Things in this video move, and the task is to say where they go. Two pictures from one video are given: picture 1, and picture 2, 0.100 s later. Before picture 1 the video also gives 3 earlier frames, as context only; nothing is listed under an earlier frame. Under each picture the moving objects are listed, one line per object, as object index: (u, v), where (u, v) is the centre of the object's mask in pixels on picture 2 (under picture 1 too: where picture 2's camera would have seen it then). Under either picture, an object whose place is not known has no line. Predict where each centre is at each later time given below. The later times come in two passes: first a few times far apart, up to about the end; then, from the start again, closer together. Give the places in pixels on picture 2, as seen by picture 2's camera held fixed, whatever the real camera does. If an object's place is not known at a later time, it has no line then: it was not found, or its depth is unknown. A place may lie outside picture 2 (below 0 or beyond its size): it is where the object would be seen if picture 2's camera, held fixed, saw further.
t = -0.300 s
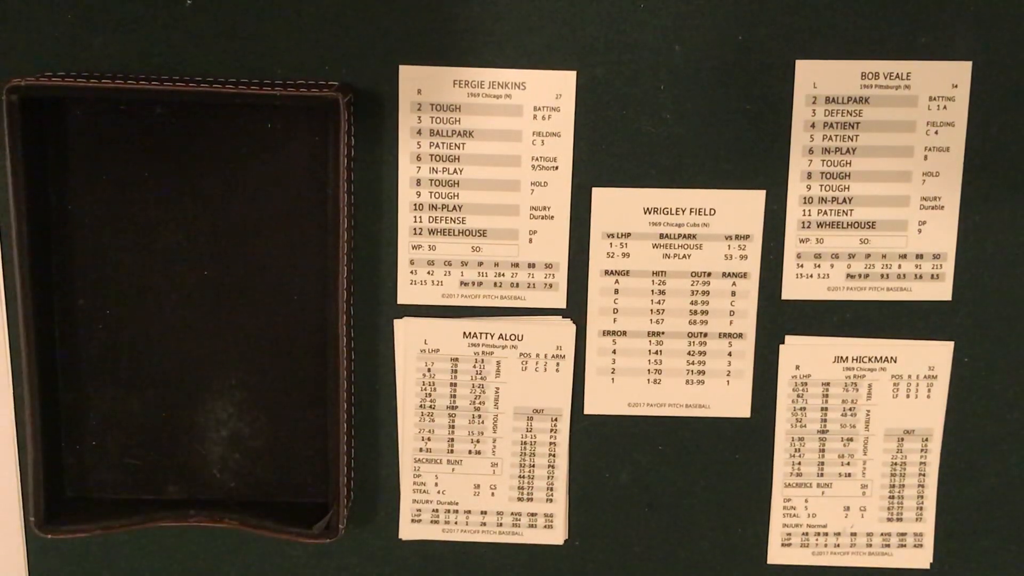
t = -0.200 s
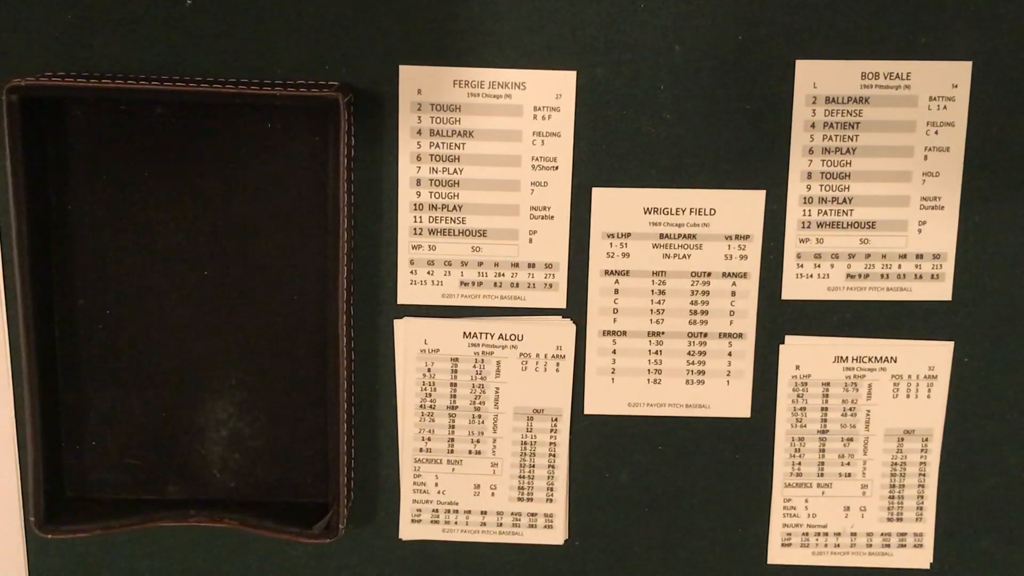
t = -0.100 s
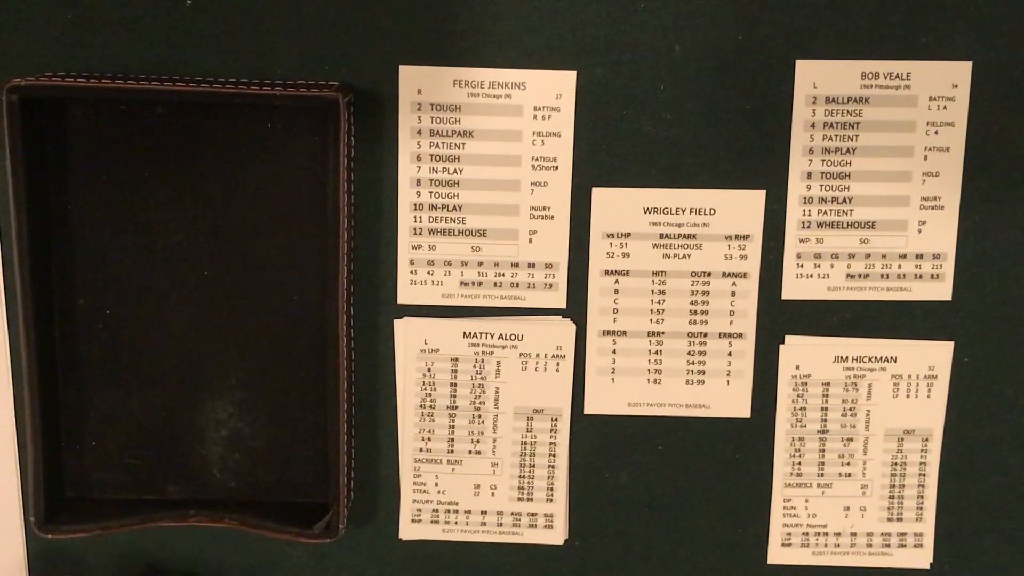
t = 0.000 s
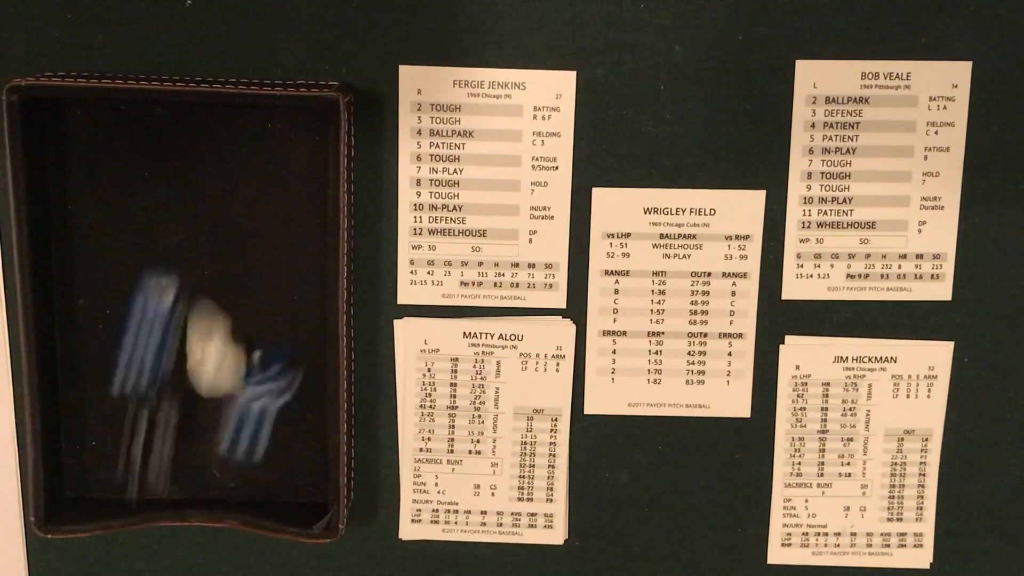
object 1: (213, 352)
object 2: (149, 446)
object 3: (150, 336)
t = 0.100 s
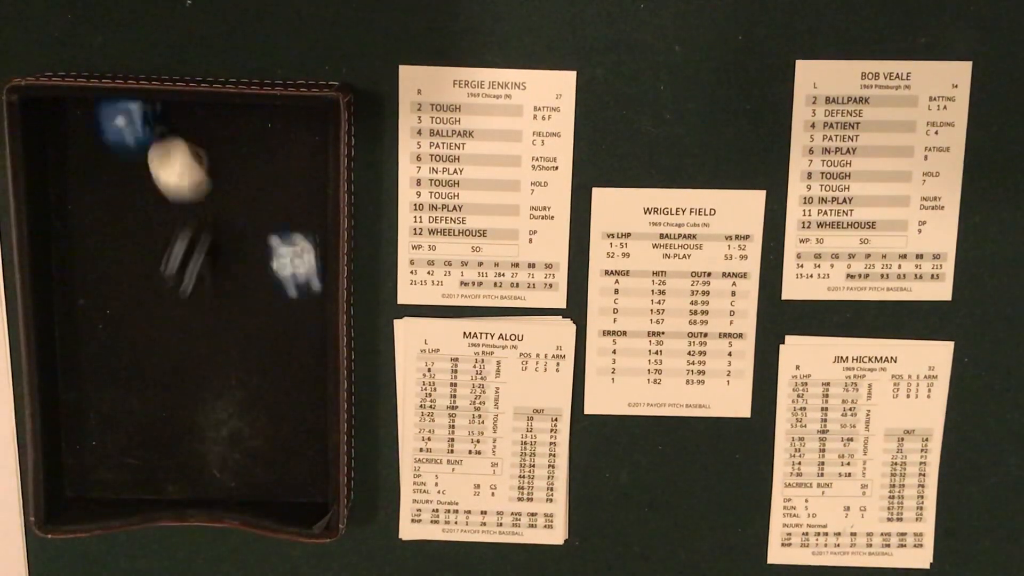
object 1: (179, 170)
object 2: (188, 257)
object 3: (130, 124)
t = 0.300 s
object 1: (165, 131)
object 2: (238, 140)
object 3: (98, 150)
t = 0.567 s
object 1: (163, 131)
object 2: (217, 143)
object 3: (98, 150)
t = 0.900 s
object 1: (163, 131)
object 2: (217, 143)
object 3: (98, 150)
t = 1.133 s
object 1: (163, 131)
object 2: (217, 143)
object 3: (98, 150)
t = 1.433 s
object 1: (163, 131)
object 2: (217, 143)
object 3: (98, 150)
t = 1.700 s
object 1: (163, 131)
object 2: (217, 143)
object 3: (98, 150)
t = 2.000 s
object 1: (163, 131)
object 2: (217, 143)
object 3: (98, 150)
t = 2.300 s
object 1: (163, 131)
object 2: (217, 143)
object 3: (98, 150)
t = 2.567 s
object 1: (163, 131)
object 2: (217, 143)
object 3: (98, 150)
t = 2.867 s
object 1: (163, 131)
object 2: (217, 143)
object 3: (98, 150)
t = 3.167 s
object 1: (163, 131)
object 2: (217, 143)
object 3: (98, 150)
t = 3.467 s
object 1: (163, 131)
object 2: (217, 143)
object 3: (98, 150)
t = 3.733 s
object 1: (163, 131)
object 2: (217, 143)
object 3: (98, 150)
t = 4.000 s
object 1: (163, 131)
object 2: (217, 143)
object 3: (98, 150)
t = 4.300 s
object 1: (163, 131)
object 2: (217, 143)
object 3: (98, 150)
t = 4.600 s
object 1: (163, 131)
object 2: (217, 143)
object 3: (98, 150)
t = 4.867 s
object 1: (163, 131)
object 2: (217, 143)
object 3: (98, 150)
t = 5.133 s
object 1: (163, 131)
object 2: (217, 143)
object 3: (98, 150)
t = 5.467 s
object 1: (163, 131)
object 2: (217, 143)
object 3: (98, 150)
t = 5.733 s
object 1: (163, 131)
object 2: (217, 143)
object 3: (98, 149)
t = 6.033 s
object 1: (163, 131)
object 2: (217, 143)
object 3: (98, 150)
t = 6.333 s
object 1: (163, 131)
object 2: (217, 143)
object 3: (98, 150)
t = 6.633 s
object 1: (163, 131)
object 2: (217, 143)
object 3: (98, 150)
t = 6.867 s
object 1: (163, 131)
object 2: (217, 143)
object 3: (98, 150)
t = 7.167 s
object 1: (163, 131)
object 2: (217, 143)
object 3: (98, 150)
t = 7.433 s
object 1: (163, 131)
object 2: (217, 143)
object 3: (98, 150)
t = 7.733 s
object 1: (163, 131)
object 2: (217, 143)
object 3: (98, 150)
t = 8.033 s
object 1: (163, 131)
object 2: (217, 143)
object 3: (98, 150)
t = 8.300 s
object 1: (163, 131)
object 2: (217, 143)
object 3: (98, 150)
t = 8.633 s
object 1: (163, 131)
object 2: (217, 143)
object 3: (98, 150)
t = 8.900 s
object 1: (163, 131)
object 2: (217, 143)
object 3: (98, 150)
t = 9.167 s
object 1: (163, 131)
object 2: (217, 143)
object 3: (98, 150)
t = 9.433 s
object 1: (163, 131)
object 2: (217, 143)
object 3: (98, 150)
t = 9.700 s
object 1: (163, 131)
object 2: (217, 143)
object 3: (98, 150)
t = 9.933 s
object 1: (163, 131)
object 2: (217, 143)
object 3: (98, 150)
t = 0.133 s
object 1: (169, 132)
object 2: (220, 181)
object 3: (106, 145)
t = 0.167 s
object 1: (161, 128)
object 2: (228, 161)
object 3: (99, 149)
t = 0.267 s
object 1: (164, 131)
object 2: (242, 133)
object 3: (98, 150)
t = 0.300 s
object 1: (165, 131)
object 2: (238, 140)
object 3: (98, 150)
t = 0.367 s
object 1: (164, 131)
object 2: (219, 142)
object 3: (98, 150)
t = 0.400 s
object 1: (162, 131)
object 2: (217, 143)
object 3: (98, 150)
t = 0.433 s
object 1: (163, 131)
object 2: (217, 143)
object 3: (98, 150)
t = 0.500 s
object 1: (163, 131)
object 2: (217, 143)
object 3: (98, 150)
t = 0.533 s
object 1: (163, 131)
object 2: (217, 143)
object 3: (98, 150)
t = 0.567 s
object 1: (163, 131)
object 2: (217, 143)
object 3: (98, 150)
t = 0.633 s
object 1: (163, 131)
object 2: (217, 143)
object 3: (98, 150)
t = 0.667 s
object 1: (163, 131)
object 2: (217, 143)
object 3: (98, 150)
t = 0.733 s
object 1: (163, 131)
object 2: (217, 143)
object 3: (98, 150)
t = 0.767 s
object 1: (163, 131)
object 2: (217, 143)
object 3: (98, 150)
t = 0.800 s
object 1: (163, 131)
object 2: (217, 143)
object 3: (98, 150)
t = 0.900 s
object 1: (163, 131)
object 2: (217, 143)
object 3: (98, 150)
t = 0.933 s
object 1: (163, 131)
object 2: (217, 143)
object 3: (98, 150)
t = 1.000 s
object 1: (163, 131)
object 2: (217, 143)
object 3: (98, 150)
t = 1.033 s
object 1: (163, 131)
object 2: (217, 143)
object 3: (98, 150)
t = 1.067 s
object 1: (163, 131)
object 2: (217, 143)
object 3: (98, 150)
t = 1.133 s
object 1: (163, 131)
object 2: (217, 143)
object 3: (98, 150)
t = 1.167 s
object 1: (163, 131)
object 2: (217, 143)
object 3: (98, 150)
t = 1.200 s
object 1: (163, 131)
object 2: (217, 143)
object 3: (98, 150)
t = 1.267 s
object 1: (163, 131)
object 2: (217, 143)
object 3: (98, 150)
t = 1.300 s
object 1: (163, 131)
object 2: (217, 143)
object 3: (98, 150)
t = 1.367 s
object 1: (163, 131)
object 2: (217, 143)
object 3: (98, 150)
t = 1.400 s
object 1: (163, 131)
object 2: (217, 143)
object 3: (98, 150)
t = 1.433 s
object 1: (163, 131)
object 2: (217, 143)
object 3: (98, 150)
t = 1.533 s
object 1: (163, 131)
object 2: (217, 143)
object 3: (98, 150)
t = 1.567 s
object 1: (163, 131)
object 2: (217, 143)
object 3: (98, 150)
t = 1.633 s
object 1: (163, 131)
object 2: (217, 143)
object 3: (98, 150)
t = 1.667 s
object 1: (163, 131)
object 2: (217, 143)
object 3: (98, 150)
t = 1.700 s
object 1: (163, 131)
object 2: (217, 143)
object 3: (98, 150)
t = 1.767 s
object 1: (163, 131)
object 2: (217, 143)
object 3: (98, 150)
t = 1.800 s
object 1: (163, 131)
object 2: (217, 143)
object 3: (98, 150)
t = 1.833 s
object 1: (163, 131)
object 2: (217, 143)
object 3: (98, 150)
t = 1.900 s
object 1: (163, 131)
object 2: (217, 143)
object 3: (98, 150)
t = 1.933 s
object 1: (163, 131)
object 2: (217, 143)
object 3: (98, 150)
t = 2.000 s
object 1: (163, 131)
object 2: (217, 143)
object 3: (98, 150)
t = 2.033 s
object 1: (163, 131)
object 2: (217, 143)
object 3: (98, 150)
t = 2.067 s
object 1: (163, 131)
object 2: (217, 143)
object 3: (98, 150)
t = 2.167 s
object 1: (163, 131)
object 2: (217, 143)
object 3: (98, 150)
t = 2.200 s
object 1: (163, 131)
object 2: (217, 143)
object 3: (98, 150)
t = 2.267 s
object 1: (163, 131)
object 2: (217, 143)
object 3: (98, 150)
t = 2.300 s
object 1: (163, 131)
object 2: (217, 143)
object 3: (98, 150)
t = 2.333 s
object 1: (163, 131)
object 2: (217, 143)
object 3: (98, 150)
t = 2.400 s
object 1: (163, 131)
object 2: (217, 143)
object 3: (98, 150)
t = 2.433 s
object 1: (163, 131)
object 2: (217, 143)
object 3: (98, 150)
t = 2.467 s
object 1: (163, 131)
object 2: (217, 143)
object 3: (98, 150)
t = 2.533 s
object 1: (163, 131)
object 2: (217, 143)
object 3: (98, 150)
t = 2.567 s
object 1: (163, 131)
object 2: (217, 143)
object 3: (98, 150)
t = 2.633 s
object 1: (163, 131)
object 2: (217, 143)
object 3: (98, 150)
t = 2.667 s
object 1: (163, 131)
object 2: (217, 143)
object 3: (98, 150)
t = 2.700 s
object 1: (163, 131)
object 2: (217, 143)
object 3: (98, 150)
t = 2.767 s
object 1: (163, 131)
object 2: (217, 143)
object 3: (98, 150)
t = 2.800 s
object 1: (163, 131)
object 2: (217, 143)
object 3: (98, 150)
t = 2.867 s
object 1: (163, 131)
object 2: (217, 143)
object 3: (98, 150)
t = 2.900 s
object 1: (163, 131)
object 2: (217, 143)
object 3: (98, 150)
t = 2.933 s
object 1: (163, 131)
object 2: (217, 143)
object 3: (98, 150)
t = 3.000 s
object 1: (163, 131)
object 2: (217, 143)
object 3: (98, 150)
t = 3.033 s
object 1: (163, 131)
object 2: (217, 143)
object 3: (98, 150)
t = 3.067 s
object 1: (163, 131)
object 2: (217, 143)
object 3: (98, 150)
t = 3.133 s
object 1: (163, 131)
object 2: (217, 143)
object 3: (98, 150)
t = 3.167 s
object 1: (163, 131)
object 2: (217, 143)
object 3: (98, 150)
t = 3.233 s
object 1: (163, 131)
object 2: (217, 143)
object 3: (98, 150)
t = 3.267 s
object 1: (163, 131)
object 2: (217, 143)
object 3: (98, 150)
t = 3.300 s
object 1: (163, 131)
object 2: (217, 143)
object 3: (98, 150)
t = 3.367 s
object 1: (163, 131)
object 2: (217, 143)
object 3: (98, 149)
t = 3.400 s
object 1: (163, 131)
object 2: (217, 143)
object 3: (98, 149)
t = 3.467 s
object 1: (163, 131)
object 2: (217, 143)
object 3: (98, 150)
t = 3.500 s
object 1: (163, 131)
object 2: (217, 143)
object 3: (98, 150)
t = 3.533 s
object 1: (163, 131)
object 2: (217, 143)
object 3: (98, 149)
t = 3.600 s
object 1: (163, 131)
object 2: (217, 143)
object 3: (98, 150)
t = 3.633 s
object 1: (163, 131)
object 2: (217, 143)
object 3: (98, 150)
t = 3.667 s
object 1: (163, 131)
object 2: (217, 143)
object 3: (98, 149)
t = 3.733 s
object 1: (163, 131)
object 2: (217, 143)
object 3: (98, 150)
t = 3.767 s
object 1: (163, 131)
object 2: (217, 143)
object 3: (98, 150)
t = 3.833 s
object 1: (163, 131)
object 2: (217, 143)
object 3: (98, 149)
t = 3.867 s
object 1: (163, 131)
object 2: (217, 143)
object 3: (98, 150)
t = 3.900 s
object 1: (163, 131)
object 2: (217, 143)
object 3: (98, 150)
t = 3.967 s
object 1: (163, 131)
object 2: (217, 143)
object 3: (98, 149)
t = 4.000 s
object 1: (163, 131)
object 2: (217, 143)
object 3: (98, 150)
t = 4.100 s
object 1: (163, 131)
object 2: (217, 143)
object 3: (98, 150)
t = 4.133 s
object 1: (163, 131)
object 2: (217, 143)
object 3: (98, 150)
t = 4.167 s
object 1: (163, 131)
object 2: (217, 143)
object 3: (98, 150)
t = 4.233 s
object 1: (163, 131)
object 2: (217, 143)
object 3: (98, 150)
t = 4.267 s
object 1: (163, 131)
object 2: (217, 143)
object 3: (98, 150)
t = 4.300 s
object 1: (163, 131)
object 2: (217, 143)
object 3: (98, 150)
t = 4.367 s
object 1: (163, 131)
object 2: (217, 143)
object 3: (98, 150)
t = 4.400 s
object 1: (163, 131)
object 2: (217, 143)
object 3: (98, 150)
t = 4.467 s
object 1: (163, 131)
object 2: (217, 143)
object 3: (98, 150)
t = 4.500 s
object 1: (163, 131)
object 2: (217, 143)
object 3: (98, 150)
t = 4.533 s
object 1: (163, 131)
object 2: (217, 143)
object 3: (98, 150)
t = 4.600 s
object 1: (163, 131)
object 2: (217, 143)
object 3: (98, 150)
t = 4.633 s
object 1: (163, 131)
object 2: (217, 143)
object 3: (98, 149)
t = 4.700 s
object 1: (163, 131)
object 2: (217, 143)
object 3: (98, 150)
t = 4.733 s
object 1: (163, 131)
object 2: (217, 143)
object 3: (98, 150)
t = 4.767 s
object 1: (163, 131)
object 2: (217, 143)
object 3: (98, 150)
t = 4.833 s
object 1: (163, 131)
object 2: (217, 143)
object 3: (98, 150)
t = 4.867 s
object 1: (163, 131)
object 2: (217, 143)
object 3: (98, 150)
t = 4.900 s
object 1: (163, 131)
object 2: (217, 143)
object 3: (98, 150)
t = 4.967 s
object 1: (163, 131)
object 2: (217, 143)
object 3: (98, 150)
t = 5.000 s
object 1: (163, 131)
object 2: (217, 143)
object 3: (98, 150)
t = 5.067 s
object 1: (163, 131)
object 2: (217, 143)
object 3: (98, 150)
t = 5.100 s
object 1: (163, 131)
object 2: (217, 143)
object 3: (98, 150)
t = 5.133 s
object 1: (163, 131)
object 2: (217, 143)
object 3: (98, 150)
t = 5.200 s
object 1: (163, 131)
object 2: (217, 143)
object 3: (98, 150)
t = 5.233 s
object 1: (163, 131)
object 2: (217, 143)
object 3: (98, 150)
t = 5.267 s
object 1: (163, 131)
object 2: (217, 143)
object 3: (98, 150)
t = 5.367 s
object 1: (163, 131)
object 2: (217, 143)
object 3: (98, 150)
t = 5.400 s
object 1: (163, 131)
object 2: (217, 143)
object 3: (98, 150)
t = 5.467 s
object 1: (163, 131)
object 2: (217, 143)
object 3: (98, 150)
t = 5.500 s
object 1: (163, 131)
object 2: (217, 143)
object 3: (98, 150)
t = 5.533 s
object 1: (163, 131)
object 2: (217, 143)
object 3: (98, 150)
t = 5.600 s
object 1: (163, 131)
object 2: (217, 143)
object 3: (98, 150)
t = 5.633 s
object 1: (163, 131)
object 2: (217, 143)
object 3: (98, 150)
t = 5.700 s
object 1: (163, 131)
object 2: (217, 143)
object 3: (98, 150)
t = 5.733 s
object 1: (163, 131)
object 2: (217, 143)
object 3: (98, 149)
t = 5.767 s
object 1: (163, 131)
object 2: (217, 143)
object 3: (98, 149)
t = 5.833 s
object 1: (163, 131)
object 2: (217, 143)
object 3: (98, 150)
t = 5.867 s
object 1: (163, 131)
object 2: (217, 143)
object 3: (98, 150)
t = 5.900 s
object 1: (163, 131)
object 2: (217, 143)
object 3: (98, 150)
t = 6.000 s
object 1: (163, 131)
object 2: (217, 143)
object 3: (98, 150)
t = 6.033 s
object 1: (163, 131)
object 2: (217, 143)
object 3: (98, 150)
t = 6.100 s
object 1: (163, 131)
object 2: (217, 143)
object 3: (98, 150)
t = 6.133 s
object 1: (163, 131)
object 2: (217, 143)
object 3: (98, 150)
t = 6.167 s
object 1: (163, 131)
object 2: (217, 143)
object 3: (98, 150)
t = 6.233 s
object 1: (163, 131)
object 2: (217, 143)
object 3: (98, 150)
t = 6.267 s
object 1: (163, 131)
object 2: (217, 143)
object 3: (98, 150)
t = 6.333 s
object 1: (163, 131)
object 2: (217, 143)
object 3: (98, 150)
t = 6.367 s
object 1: (163, 131)
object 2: (217, 143)
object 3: (98, 150)
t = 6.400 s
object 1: (163, 131)
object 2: (217, 143)
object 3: (98, 150)
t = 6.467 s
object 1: (163, 131)
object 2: (217, 143)
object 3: (98, 150)
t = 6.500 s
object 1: (163, 131)
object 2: (217, 143)
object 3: (98, 150)
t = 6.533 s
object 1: (163, 131)
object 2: (217, 143)
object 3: (98, 150)
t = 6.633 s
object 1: (163, 131)
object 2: (217, 143)
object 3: (98, 150)
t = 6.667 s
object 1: (163, 131)
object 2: (217, 143)
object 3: (98, 150)
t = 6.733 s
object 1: (163, 131)
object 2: (217, 143)
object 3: (98, 150)
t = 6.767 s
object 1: (163, 131)
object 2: (217, 143)
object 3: (98, 149)
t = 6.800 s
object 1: (163, 131)
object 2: (217, 143)
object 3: (98, 150)
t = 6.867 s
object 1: (163, 131)
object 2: (217, 143)
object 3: (98, 150)
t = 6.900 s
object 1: (163, 131)
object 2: (217, 143)
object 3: (99, 150)
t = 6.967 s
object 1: (163, 131)
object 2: (217, 143)
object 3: (98, 150)
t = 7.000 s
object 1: (163, 131)
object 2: (217, 143)
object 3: (98, 150)
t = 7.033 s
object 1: (163, 131)
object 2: (217, 143)
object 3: (98, 150)
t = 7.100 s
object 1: (163, 131)
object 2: (217, 143)
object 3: (98, 150)
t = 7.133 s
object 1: (163, 131)
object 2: (217, 143)
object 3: (98, 150)
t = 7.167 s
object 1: (163, 131)
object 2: (217, 143)
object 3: (98, 150)
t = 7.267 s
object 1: (163, 131)
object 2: (217, 143)
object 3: (98, 150)
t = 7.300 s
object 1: (163, 131)
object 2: (217, 143)
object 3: (98, 150)
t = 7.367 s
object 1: (163, 131)
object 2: (217, 143)
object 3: (99, 150)
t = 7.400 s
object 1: (163, 131)
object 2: (217, 143)
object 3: (98, 150)
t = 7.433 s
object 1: (163, 131)
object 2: (217, 143)
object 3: (98, 150)
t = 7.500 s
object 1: (163, 131)
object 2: (217, 143)
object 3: (98, 150)
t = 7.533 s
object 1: (163, 131)
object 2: (217, 143)
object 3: (98, 150)
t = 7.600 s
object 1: (163, 131)
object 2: (217, 143)
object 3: (98, 150)
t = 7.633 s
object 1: (163, 131)
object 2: (217, 143)
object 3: (98, 149)
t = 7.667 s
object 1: (163, 131)
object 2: (217, 143)
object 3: (98, 149)
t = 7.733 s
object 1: (163, 131)
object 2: (217, 143)
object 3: (98, 150)
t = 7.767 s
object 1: (163, 131)
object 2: (217, 143)
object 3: (98, 149)
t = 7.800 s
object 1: (163, 131)
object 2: (217, 143)
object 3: (98, 150)
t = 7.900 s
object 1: (163, 131)
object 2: (217, 143)
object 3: (98, 150)
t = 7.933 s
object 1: (163, 131)
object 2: (217, 143)
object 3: (98, 150)
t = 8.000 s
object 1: (163, 131)
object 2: (217, 143)
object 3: (98, 150)
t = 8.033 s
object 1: (163, 131)
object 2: (217, 143)
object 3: (98, 150)
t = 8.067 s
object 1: (163, 131)
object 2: (217, 143)
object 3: (98, 150)
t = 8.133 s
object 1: (163, 131)
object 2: (217, 143)
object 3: (98, 150)
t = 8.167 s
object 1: (163, 131)
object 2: (217, 143)
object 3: (98, 150)
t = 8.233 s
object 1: (163, 131)
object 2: (217, 143)
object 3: (98, 150)
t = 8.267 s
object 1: (163, 131)
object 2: (217, 143)
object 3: (98, 150)
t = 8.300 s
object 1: (163, 131)
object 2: (217, 143)
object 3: (98, 150)
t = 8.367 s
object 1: (163, 131)
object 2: (217, 143)
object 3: (98, 150)
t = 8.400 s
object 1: (163, 131)
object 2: (217, 143)
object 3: (98, 150)
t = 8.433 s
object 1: (163, 131)
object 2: (217, 143)
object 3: (98, 150)
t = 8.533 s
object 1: (163, 131)
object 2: (217, 143)
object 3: (98, 150)
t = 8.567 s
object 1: (163, 131)
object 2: (217, 143)
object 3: (98, 150)
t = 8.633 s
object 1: (163, 131)
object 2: (217, 143)
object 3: (98, 150)
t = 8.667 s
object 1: (163, 131)
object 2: (217, 143)
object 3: (98, 150)
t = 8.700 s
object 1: (163, 131)
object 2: (217, 143)
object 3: (98, 150)
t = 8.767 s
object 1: (163, 131)
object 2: (217, 143)
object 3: (98, 150)
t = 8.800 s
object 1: (163, 131)
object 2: (217, 143)
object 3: (98, 150)
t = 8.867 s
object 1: (163, 131)
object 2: (217, 143)
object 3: (98, 150)
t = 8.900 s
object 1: (163, 131)
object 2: (217, 143)
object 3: (98, 150)
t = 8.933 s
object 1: (163, 131)
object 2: (217, 143)
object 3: (98, 150)
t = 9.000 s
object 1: (163, 131)
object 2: (217, 143)
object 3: (98, 150)
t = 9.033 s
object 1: (163, 131)
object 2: (217, 142)
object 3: (98, 150)
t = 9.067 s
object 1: (163, 131)
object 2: (217, 143)
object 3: (98, 150)
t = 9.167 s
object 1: (163, 131)
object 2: (217, 143)
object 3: (98, 150)
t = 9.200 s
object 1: (163, 131)
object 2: (217, 143)
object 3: (98, 150)
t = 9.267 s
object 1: (163, 131)
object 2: (217, 143)
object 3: (98, 150)
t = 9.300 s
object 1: (163, 131)
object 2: (217, 143)
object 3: (98, 150)
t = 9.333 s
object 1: (163, 131)
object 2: (217, 143)
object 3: (98, 150)
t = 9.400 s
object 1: (163, 131)
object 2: (217, 143)
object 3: (98, 150)
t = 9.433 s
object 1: (163, 131)
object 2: (217, 143)
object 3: (98, 150)
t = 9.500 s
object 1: (163, 131)
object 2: (216, 143)
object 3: (98, 150)
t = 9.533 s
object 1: (163, 131)
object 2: (217, 143)
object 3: (98, 150)
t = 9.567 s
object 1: (163, 131)
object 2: (217, 143)
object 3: (98, 150)
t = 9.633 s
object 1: (163, 131)
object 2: (217, 143)
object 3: (98, 150)
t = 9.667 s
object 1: (163, 131)
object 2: (217, 143)
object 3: (98, 150)
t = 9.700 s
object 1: (163, 131)
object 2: (217, 143)
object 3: (98, 150)
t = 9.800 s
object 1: (163, 131)
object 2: (217, 143)
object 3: (98, 150)
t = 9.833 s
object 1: (163, 131)
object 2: (217, 143)
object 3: (98, 150)
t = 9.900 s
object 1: (163, 131)
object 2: (217, 143)
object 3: (98, 150)
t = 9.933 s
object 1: (163, 131)
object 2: (217, 143)
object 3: (98, 150)
